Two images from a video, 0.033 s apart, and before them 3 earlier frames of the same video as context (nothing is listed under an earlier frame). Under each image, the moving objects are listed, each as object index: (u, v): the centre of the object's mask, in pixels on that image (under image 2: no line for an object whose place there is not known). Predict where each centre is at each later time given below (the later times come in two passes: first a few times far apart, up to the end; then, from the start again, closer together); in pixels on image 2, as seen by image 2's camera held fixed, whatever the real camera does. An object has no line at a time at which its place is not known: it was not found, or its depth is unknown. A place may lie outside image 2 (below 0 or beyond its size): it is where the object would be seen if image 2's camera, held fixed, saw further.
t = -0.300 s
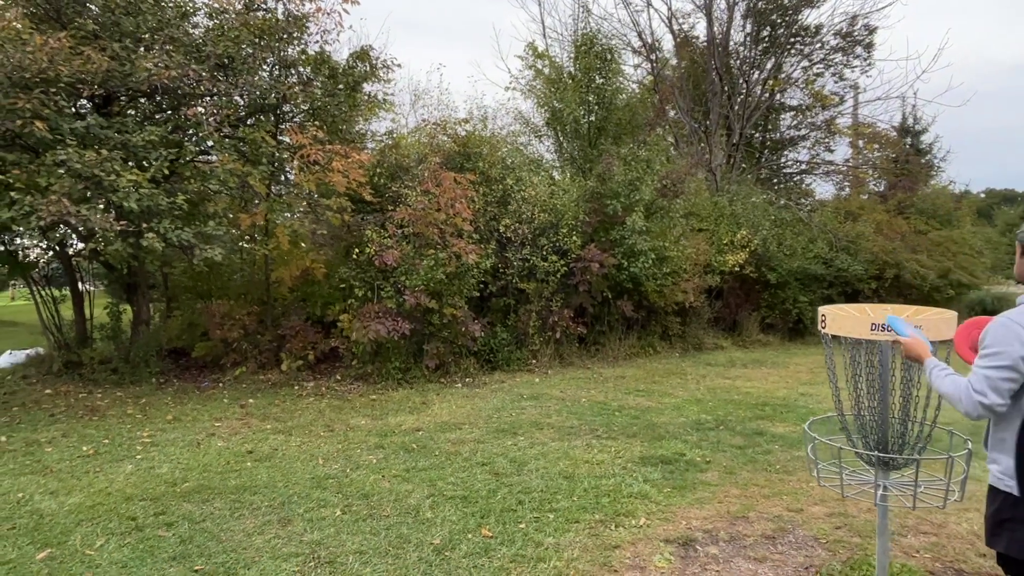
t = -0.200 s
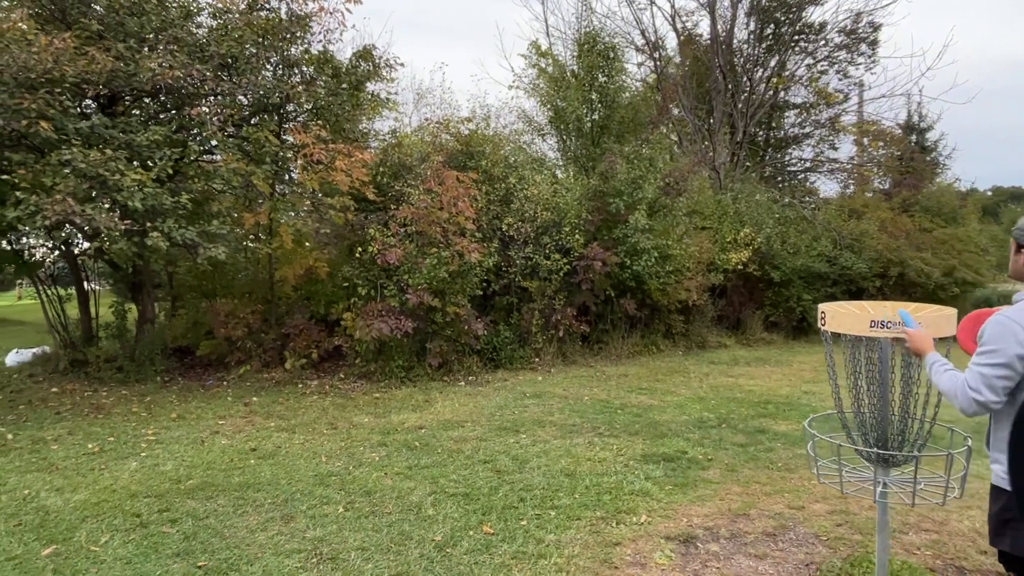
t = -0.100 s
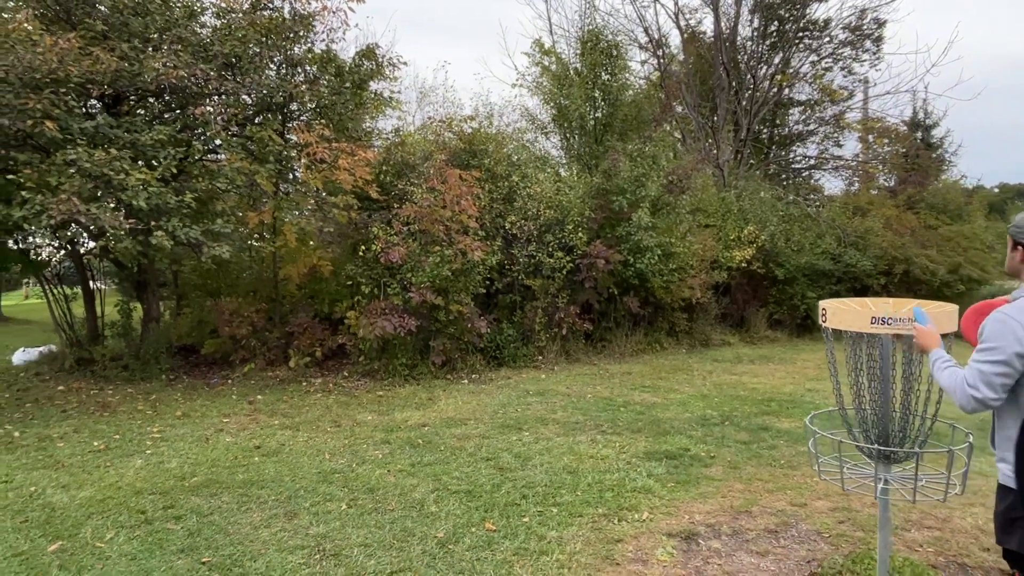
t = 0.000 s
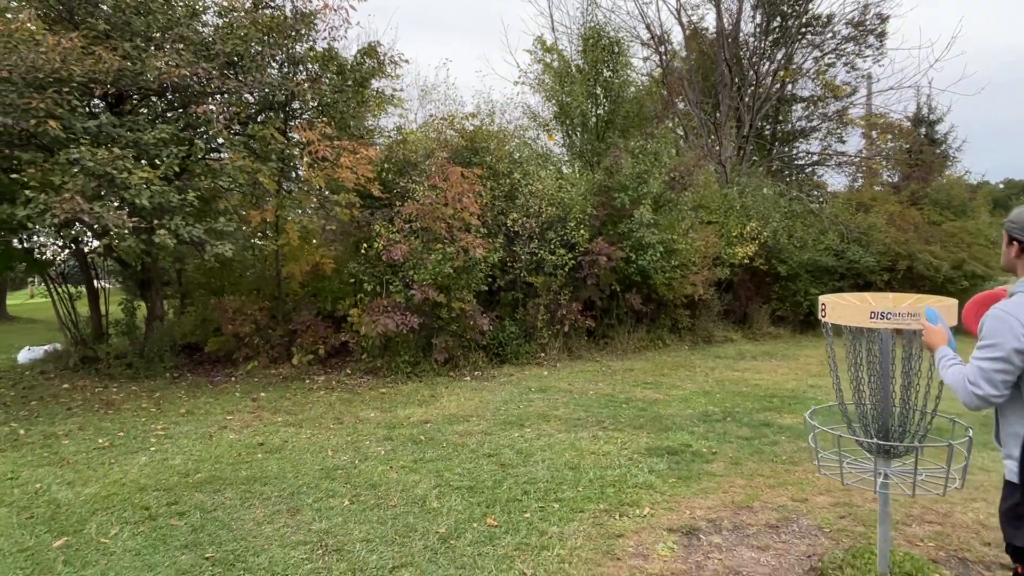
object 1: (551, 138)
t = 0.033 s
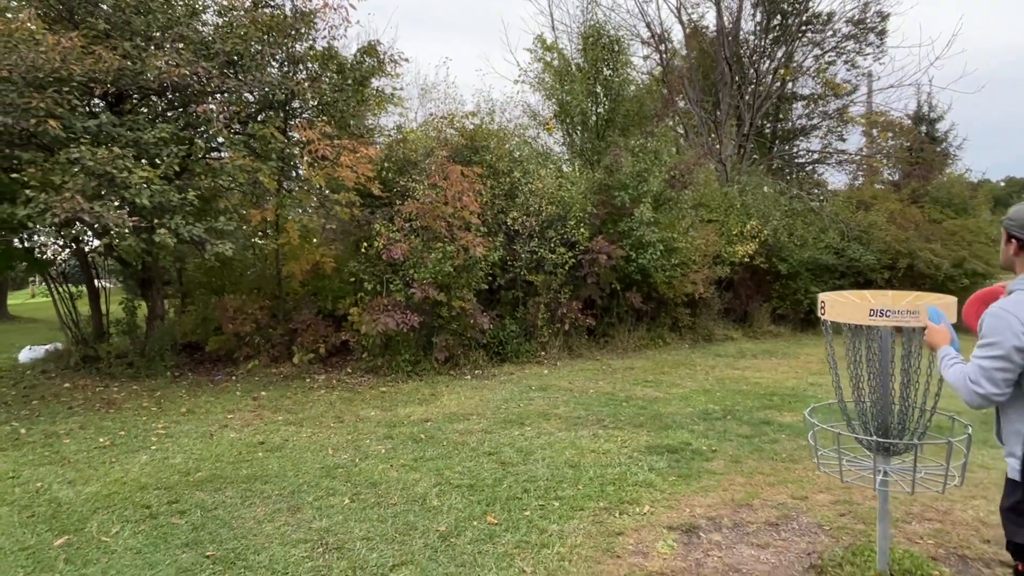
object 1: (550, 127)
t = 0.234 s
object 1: (536, 82)
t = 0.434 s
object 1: (518, 44)
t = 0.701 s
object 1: (491, 10)
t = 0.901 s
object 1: (469, 1)
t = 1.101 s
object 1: (446, 12)
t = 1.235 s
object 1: (430, 33)
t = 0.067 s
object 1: (550, 120)
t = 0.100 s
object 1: (544, 110)
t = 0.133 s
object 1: (543, 104)
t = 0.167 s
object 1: (540, 96)
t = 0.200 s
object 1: (537, 89)
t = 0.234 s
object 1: (536, 82)
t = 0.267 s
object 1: (533, 75)
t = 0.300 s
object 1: (530, 69)
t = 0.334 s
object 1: (528, 62)
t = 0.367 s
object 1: (524, 56)
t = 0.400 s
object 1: (521, 50)
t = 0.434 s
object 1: (518, 44)
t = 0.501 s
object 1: (512, 33)
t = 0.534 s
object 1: (508, 28)
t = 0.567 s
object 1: (505, 24)
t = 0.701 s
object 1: (491, 10)
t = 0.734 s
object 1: (488, 7)
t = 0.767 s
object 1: (484, 5)
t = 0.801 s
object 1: (481, 3)
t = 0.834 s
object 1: (477, 2)
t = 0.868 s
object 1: (473, 1)
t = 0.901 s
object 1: (469, 1)
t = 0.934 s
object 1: (465, 1)
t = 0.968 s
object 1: (462, 2)
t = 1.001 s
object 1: (458, 4)
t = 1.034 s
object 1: (454, 6)
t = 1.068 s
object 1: (450, 9)
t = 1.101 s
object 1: (446, 12)
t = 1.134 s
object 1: (442, 17)
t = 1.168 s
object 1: (438, 21)
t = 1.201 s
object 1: (434, 27)
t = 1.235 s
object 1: (430, 33)
